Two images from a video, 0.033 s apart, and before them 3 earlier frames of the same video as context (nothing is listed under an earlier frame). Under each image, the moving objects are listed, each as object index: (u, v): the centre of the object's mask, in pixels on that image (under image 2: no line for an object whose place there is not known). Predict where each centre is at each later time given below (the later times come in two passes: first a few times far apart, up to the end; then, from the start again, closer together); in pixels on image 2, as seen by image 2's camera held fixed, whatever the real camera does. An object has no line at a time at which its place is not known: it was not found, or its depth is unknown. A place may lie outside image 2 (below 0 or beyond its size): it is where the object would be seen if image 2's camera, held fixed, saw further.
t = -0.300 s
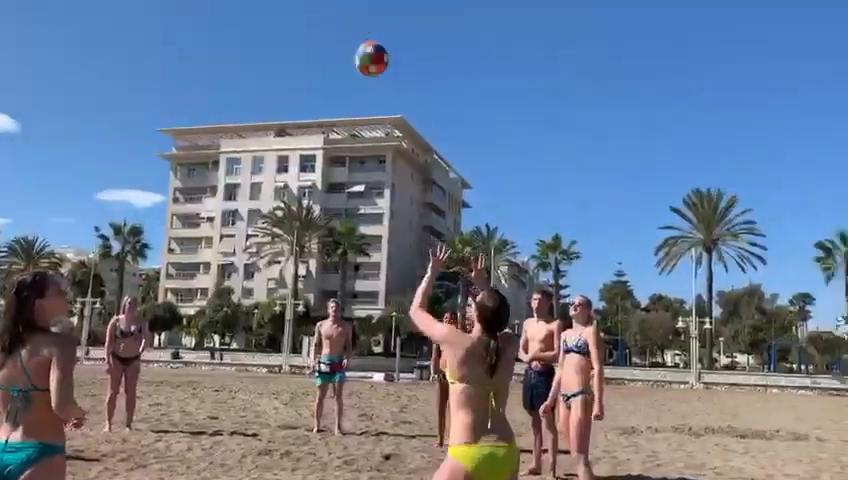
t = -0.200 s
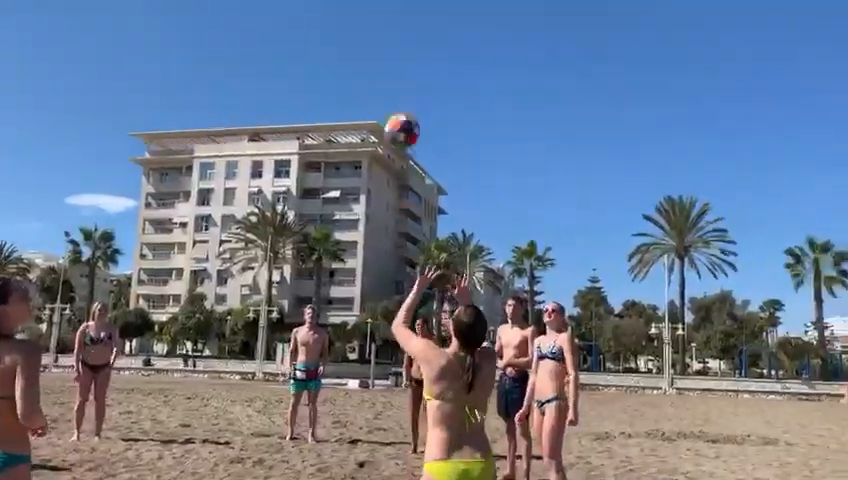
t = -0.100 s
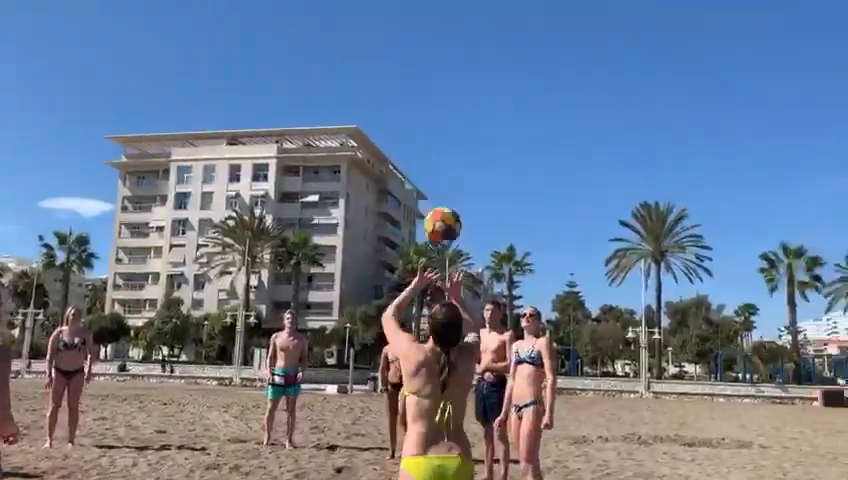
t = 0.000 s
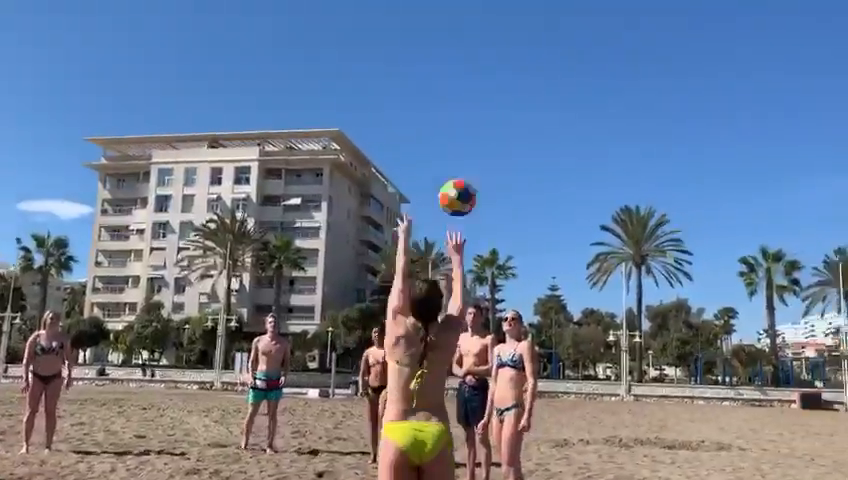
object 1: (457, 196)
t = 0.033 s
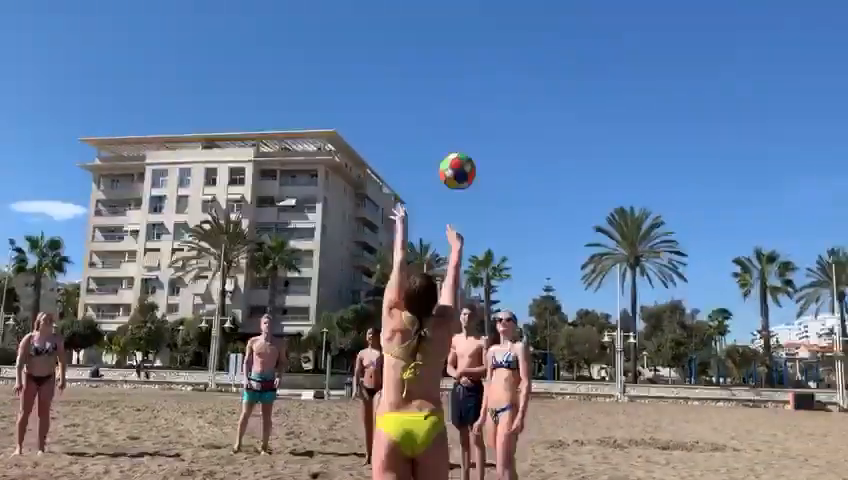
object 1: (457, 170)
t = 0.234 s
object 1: (486, 51)
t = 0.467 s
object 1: (513, 4)
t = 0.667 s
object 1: (534, 21)
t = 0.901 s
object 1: (553, 107)
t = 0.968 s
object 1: (559, 143)
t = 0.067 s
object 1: (462, 142)
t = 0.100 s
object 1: (467, 119)
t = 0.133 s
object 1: (472, 99)
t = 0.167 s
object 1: (477, 83)
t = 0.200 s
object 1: (481, 66)
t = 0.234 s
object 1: (486, 51)
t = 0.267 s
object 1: (491, 39)
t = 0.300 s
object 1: (494, 29)
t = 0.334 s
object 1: (498, 17)
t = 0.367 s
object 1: (503, 13)
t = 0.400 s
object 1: (507, 8)
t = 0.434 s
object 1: (510, 5)
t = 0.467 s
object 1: (513, 4)
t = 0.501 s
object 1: (516, 3)
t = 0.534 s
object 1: (520, 1)
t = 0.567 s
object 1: (524, 5)
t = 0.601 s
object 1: (527, 9)
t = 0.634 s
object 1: (531, 14)
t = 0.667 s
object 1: (534, 21)
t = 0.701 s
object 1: (537, 29)
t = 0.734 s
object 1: (539, 39)
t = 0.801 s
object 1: (545, 62)
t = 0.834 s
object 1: (548, 75)
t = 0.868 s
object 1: (551, 91)
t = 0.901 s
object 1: (553, 107)
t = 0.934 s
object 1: (556, 123)
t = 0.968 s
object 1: (559, 143)
